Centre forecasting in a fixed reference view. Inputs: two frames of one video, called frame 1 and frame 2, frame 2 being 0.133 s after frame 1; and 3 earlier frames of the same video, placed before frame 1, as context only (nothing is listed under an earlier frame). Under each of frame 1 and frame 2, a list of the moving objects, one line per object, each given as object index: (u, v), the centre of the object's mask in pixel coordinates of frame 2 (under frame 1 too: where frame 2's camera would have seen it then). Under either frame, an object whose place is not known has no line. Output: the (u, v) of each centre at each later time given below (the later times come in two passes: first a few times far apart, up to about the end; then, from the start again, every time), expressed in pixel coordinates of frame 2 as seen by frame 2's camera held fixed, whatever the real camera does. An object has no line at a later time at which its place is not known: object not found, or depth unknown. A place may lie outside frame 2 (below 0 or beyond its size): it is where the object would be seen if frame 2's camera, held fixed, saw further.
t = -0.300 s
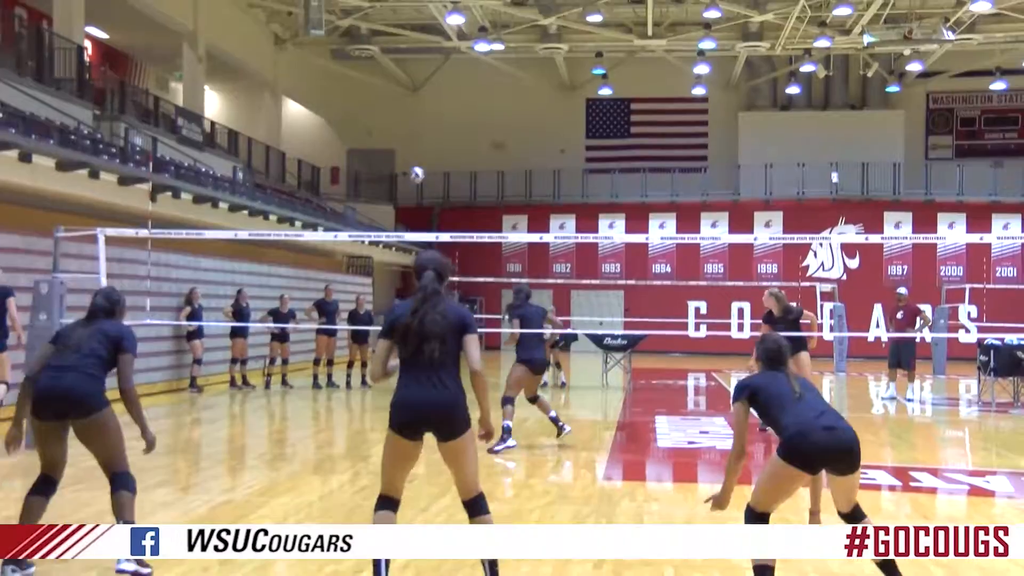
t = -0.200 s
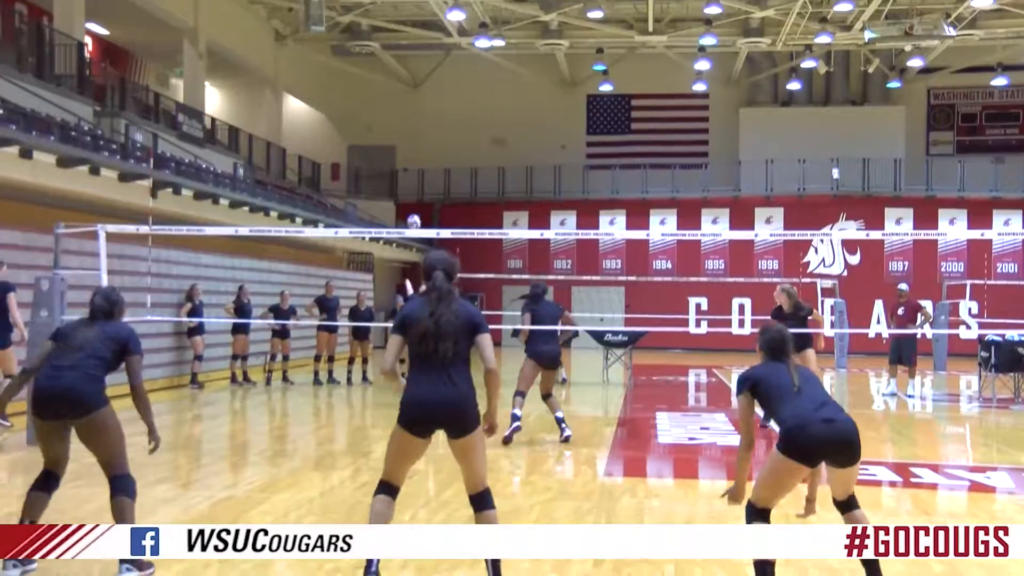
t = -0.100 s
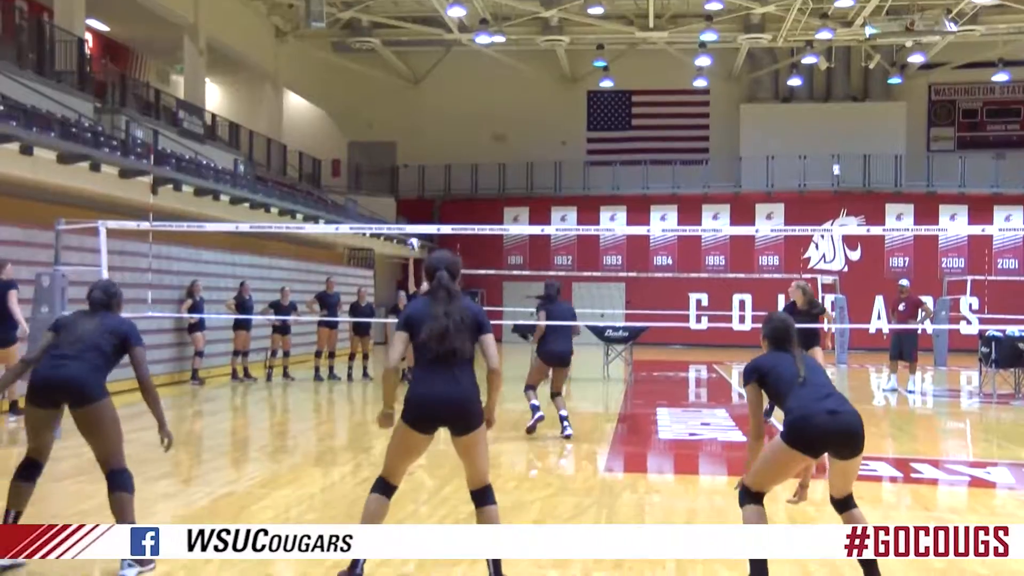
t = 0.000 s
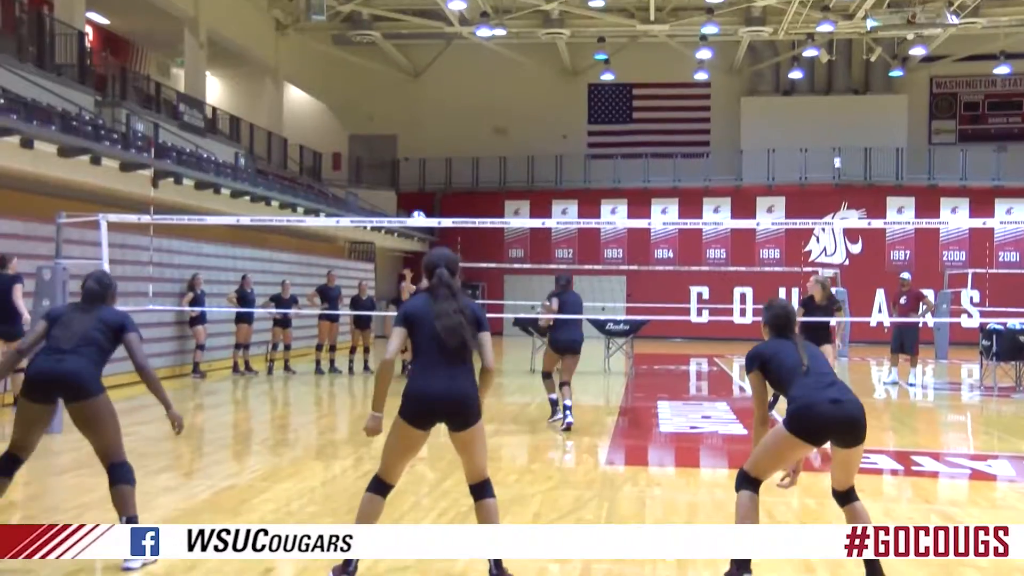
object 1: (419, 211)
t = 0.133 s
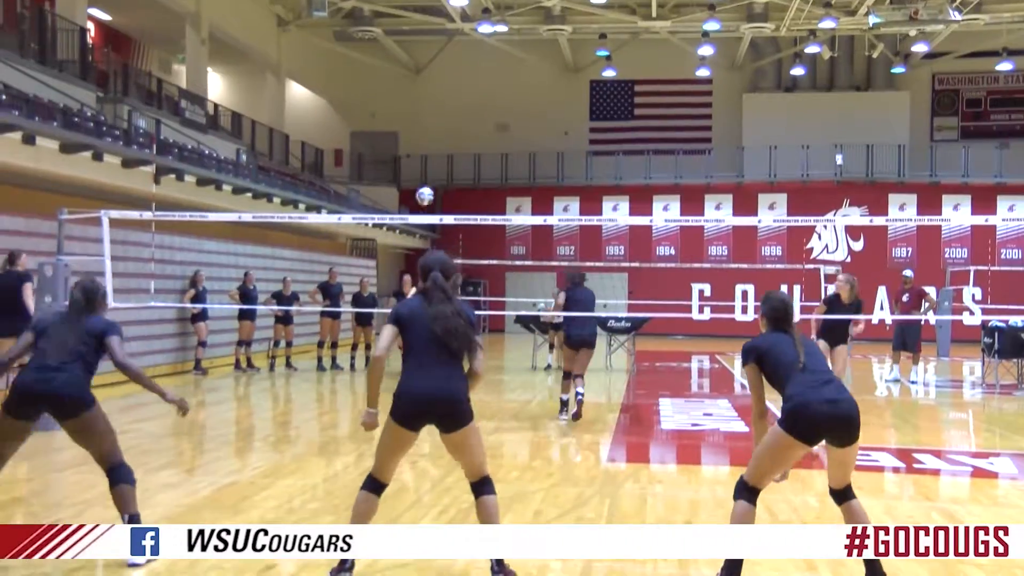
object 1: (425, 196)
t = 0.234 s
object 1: (429, 189)
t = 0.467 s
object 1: (443, 207)
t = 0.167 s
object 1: (426, 193)
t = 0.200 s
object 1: (427, 190)
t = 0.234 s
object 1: (429, 189)
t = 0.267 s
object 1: (430, 188)
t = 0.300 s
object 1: (432, 189)
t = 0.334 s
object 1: (433, 190)
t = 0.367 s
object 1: (435, 193)
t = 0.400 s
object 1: (438, 196)
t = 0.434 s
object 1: (440, 201)
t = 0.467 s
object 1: (443, 207)
